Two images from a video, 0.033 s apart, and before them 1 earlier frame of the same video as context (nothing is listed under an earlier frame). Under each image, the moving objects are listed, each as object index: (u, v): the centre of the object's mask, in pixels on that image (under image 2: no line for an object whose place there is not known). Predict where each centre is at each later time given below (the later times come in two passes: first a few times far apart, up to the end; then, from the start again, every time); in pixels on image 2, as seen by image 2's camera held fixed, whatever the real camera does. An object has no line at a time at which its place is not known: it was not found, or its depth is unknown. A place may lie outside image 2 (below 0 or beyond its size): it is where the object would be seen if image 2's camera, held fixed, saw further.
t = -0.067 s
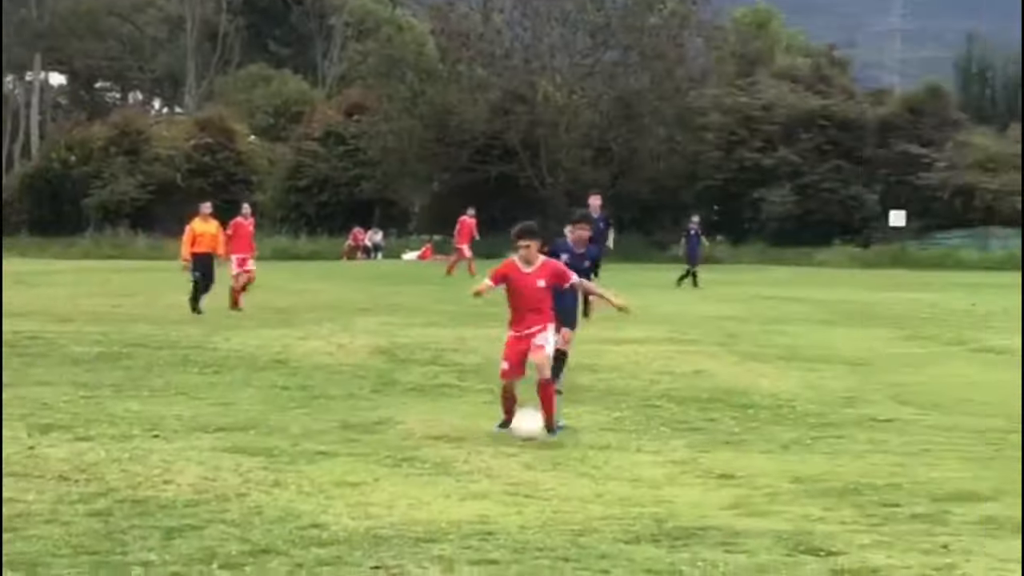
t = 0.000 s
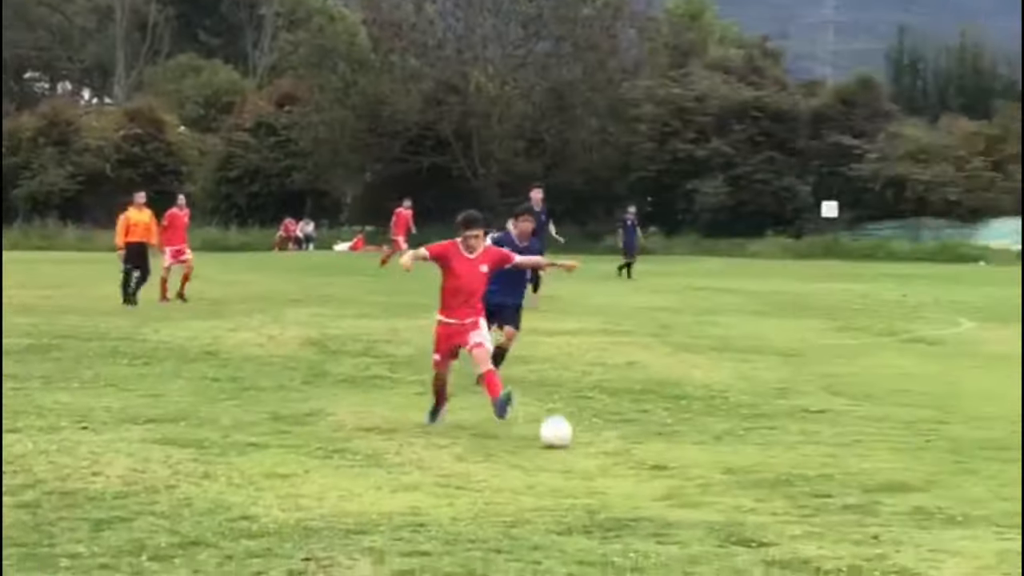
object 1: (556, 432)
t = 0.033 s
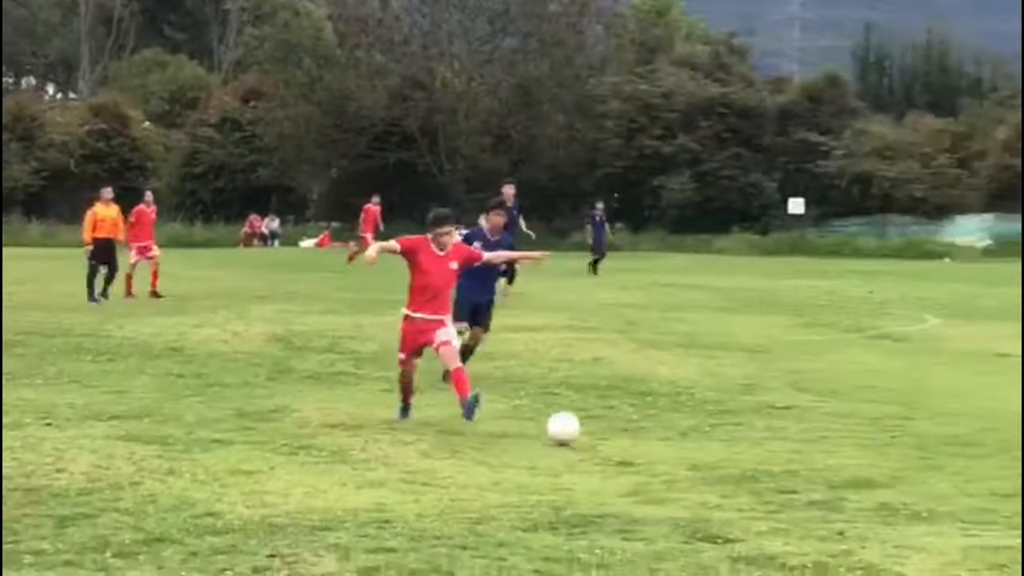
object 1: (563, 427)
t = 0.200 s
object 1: (767, 434)
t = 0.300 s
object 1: (881, 441)
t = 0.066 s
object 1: (603, 425)
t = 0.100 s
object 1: (644, 424)
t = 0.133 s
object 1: (684, 426)
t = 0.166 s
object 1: (725, 429)
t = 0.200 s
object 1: (767, 434)
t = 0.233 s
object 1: (807, 442)
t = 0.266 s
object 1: (845, 445)
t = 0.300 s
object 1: (881, 441)
